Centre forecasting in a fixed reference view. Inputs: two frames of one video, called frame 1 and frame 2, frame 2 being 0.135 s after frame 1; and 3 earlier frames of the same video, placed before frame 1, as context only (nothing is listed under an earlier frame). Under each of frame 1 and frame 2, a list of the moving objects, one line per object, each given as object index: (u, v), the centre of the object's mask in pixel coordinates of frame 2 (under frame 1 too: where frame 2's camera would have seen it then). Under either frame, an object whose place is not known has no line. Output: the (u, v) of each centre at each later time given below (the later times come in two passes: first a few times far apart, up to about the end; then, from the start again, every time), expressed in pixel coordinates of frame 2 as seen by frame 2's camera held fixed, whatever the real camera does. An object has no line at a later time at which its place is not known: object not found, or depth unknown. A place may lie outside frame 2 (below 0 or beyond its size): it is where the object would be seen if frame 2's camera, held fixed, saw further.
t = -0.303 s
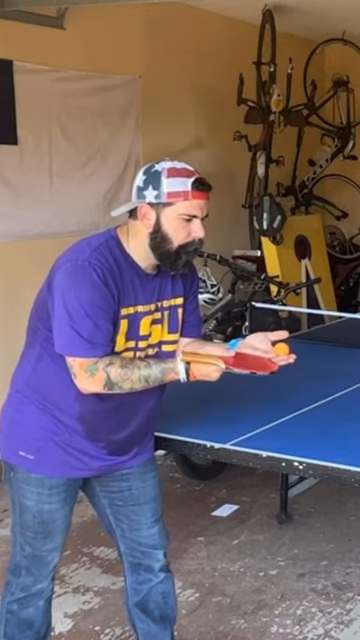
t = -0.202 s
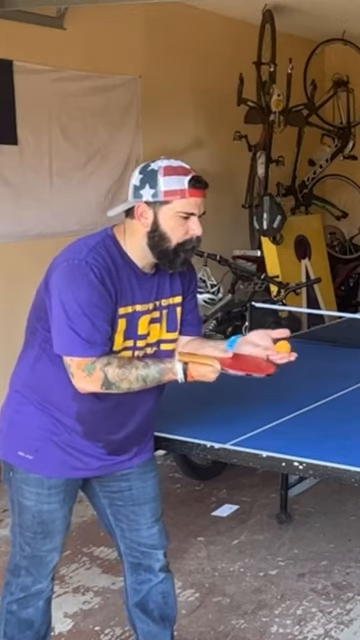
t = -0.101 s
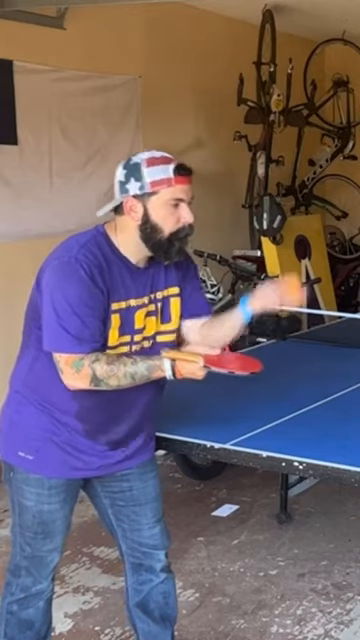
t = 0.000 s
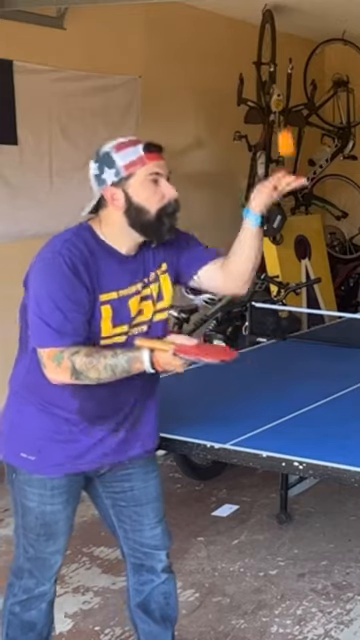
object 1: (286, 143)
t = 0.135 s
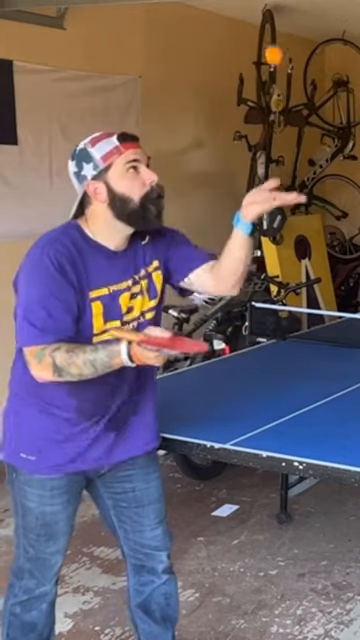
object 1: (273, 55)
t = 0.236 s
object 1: (265, 33)
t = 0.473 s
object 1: (246, 131)
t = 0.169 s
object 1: (270, 44)
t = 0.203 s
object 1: (267, 36)
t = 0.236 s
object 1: (265, 33)
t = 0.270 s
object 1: (262, 34)
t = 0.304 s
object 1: (259, 40)
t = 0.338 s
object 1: (256, 50)
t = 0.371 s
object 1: (254, 64)
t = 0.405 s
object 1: (251, 82)
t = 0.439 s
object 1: (248, 105)
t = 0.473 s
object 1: (246, 131)
